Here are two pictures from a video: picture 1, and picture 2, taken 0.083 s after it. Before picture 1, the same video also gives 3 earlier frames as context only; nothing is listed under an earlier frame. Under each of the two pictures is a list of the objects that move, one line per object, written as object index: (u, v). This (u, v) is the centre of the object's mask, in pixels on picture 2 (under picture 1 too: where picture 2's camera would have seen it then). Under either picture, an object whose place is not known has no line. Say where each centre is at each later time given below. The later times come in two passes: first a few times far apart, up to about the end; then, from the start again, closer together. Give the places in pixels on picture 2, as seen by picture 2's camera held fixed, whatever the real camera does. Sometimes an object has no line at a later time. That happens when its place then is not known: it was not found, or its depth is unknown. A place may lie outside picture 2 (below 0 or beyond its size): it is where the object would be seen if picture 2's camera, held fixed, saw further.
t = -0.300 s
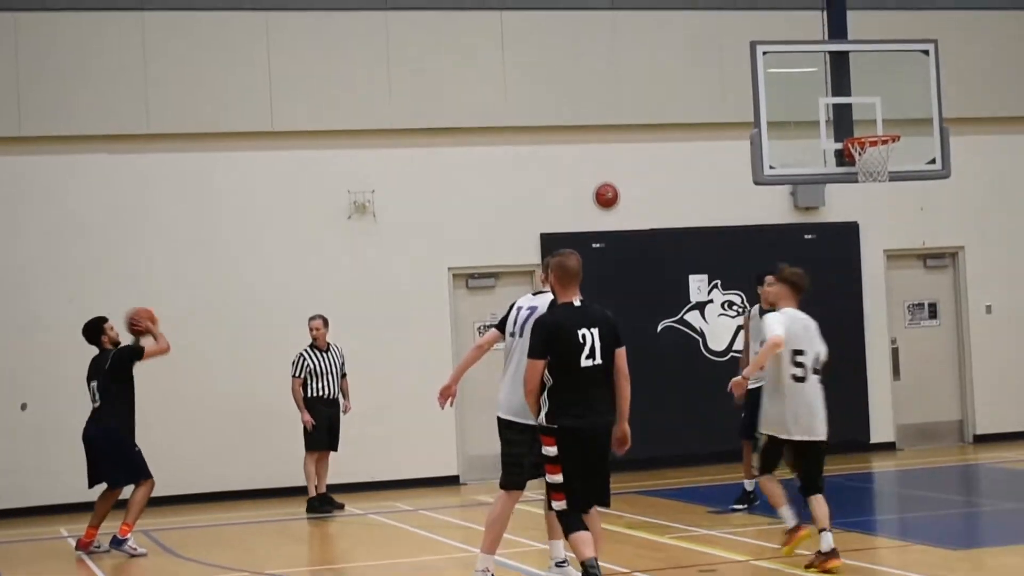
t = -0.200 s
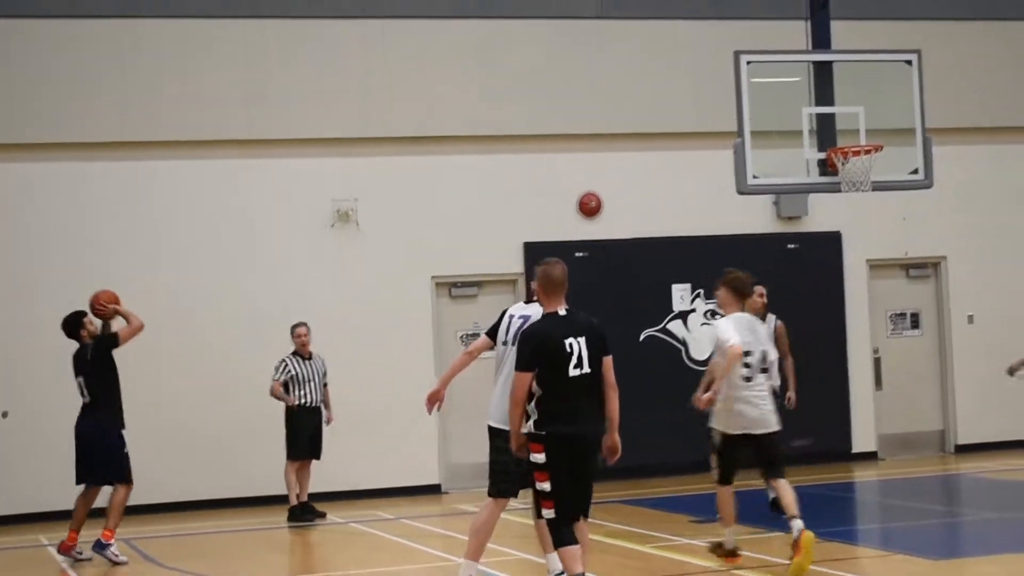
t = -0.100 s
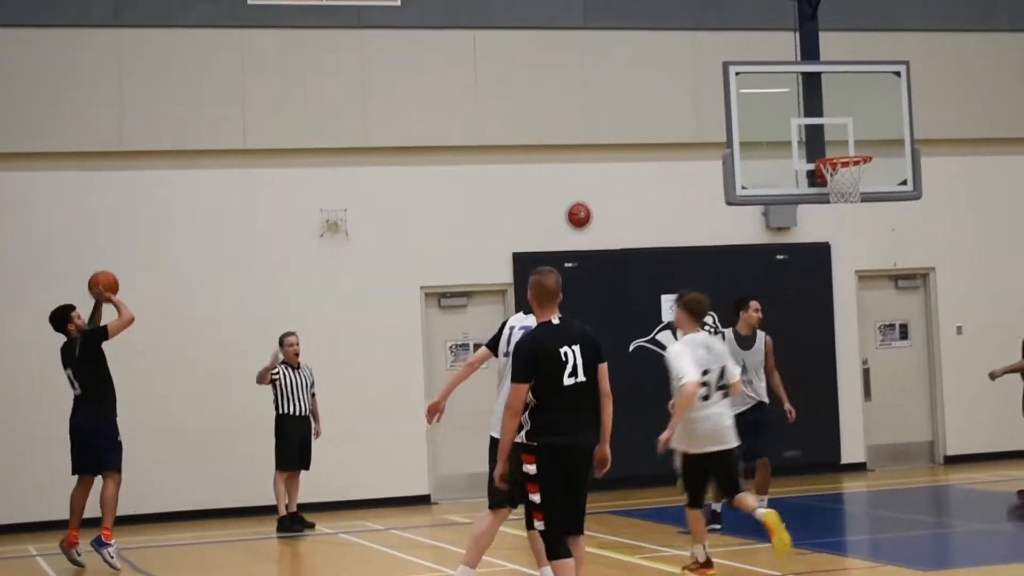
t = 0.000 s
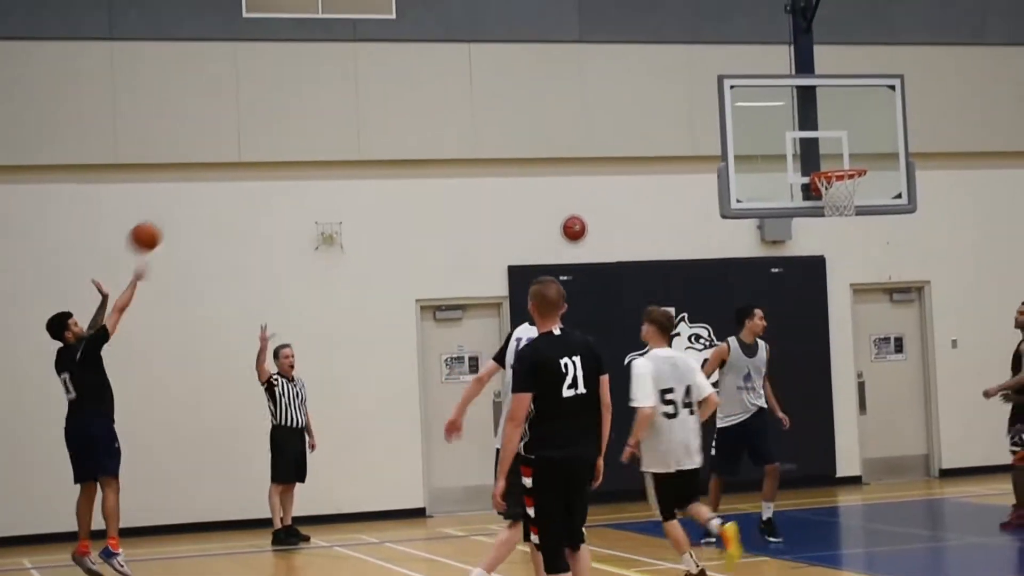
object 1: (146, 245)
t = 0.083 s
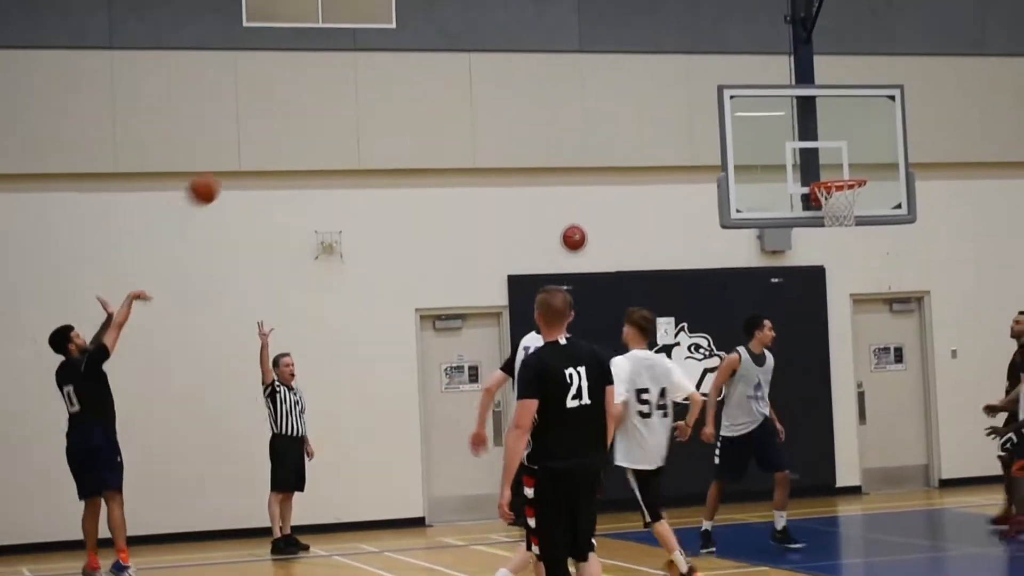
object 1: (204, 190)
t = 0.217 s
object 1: (295, 119)
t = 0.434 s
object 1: (438, 54)
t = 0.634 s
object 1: (567, 43)
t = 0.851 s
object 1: (699, 84)
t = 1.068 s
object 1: (829, 171)
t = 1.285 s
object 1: (853, 204)
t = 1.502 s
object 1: (847, 246)
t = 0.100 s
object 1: (216, 179)
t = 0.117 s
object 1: (226, 170)
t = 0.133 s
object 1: (239, 161)
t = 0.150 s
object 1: (250, 152)
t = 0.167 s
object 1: (262, 143)
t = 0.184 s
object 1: (273, 135)
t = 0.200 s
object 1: (284, 127)
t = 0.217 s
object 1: (295, 119)
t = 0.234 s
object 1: (306, 112)
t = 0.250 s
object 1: (318, 105)
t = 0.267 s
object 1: (329, 99)
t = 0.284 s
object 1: (340, 93)
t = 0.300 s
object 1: (351, 87)
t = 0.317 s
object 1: (362, 82)
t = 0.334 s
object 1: (373, 77)
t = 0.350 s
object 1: (384, 72)
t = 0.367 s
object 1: (395, 68)
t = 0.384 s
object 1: (405, 64)
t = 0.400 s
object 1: (416, 61)
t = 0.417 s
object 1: (428, 57)
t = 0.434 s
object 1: (438, 54)
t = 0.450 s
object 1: (449, 51)
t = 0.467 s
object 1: (460, 50)
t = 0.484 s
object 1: (471, 47)
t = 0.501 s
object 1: (482, 45)
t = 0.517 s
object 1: (492, 44)
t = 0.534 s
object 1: (503, 43)
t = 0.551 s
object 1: (514, 43)
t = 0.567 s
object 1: (525, 43)
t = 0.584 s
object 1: (536, 42)
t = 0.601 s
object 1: (546, 43)
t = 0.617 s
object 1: (556, 43)
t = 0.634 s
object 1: (567, 43)
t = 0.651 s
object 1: (577, 45)
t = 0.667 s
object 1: (587, 46)
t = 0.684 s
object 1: (598, 48)
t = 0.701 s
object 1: (609, 50)
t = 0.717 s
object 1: (619, 53)
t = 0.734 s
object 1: (629, 56)
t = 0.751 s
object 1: (639, 59)
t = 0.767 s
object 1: (649, 62)
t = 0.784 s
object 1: (660, 67)
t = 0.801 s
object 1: (669, 70)
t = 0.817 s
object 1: (679, 74)
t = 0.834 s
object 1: (689, 79)
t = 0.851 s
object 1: (699, 84)
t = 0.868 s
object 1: (709, 89)
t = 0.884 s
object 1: (719, 95)
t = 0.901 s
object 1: (729, 100)
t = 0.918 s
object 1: (740, 106)
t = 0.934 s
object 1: (751, 112)
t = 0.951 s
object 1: (760, 119)
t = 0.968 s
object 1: (770, 126)
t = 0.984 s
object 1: (780, 133)
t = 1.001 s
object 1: (789, 141)
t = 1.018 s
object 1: (800, 148)
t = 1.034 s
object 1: (811, 156)
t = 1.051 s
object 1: (819, 162)
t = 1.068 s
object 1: (829, 171)
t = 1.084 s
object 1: (840, 176)
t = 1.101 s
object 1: (849, 187)
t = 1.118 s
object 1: (855, 197)
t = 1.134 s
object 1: (856, 198)
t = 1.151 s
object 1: (855, 197)
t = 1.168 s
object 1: (855, 197)
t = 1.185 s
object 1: (856, 198)
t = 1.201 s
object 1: (854, 196)
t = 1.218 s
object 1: (854, 197)
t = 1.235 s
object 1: (853, 197)
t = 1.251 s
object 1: (852, 198)
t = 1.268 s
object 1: (853, 203)
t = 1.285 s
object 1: (853, 204)
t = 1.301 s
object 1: (852, 206)
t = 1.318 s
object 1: (851, 208)
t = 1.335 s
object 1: (853, 212)
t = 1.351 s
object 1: (853, 213)
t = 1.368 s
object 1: (852, 215)
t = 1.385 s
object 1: (850, 218)
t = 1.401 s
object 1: (850, 220)
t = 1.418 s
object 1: (848, 223)
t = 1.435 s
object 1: (848, 227)
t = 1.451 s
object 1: (848, 232)
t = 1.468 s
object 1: (848, 236)
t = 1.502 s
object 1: (847, 246)
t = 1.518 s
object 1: (847, 251)
